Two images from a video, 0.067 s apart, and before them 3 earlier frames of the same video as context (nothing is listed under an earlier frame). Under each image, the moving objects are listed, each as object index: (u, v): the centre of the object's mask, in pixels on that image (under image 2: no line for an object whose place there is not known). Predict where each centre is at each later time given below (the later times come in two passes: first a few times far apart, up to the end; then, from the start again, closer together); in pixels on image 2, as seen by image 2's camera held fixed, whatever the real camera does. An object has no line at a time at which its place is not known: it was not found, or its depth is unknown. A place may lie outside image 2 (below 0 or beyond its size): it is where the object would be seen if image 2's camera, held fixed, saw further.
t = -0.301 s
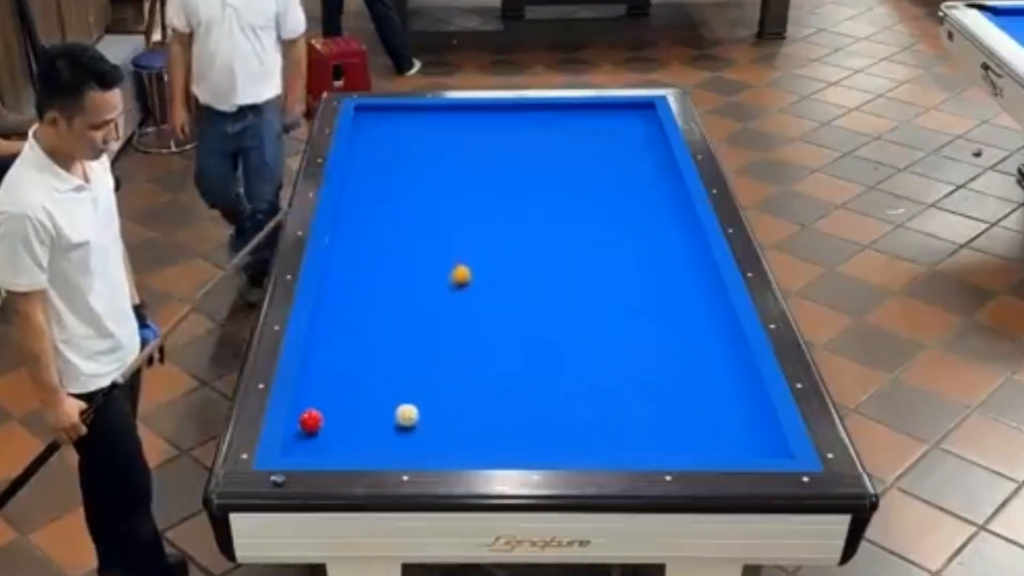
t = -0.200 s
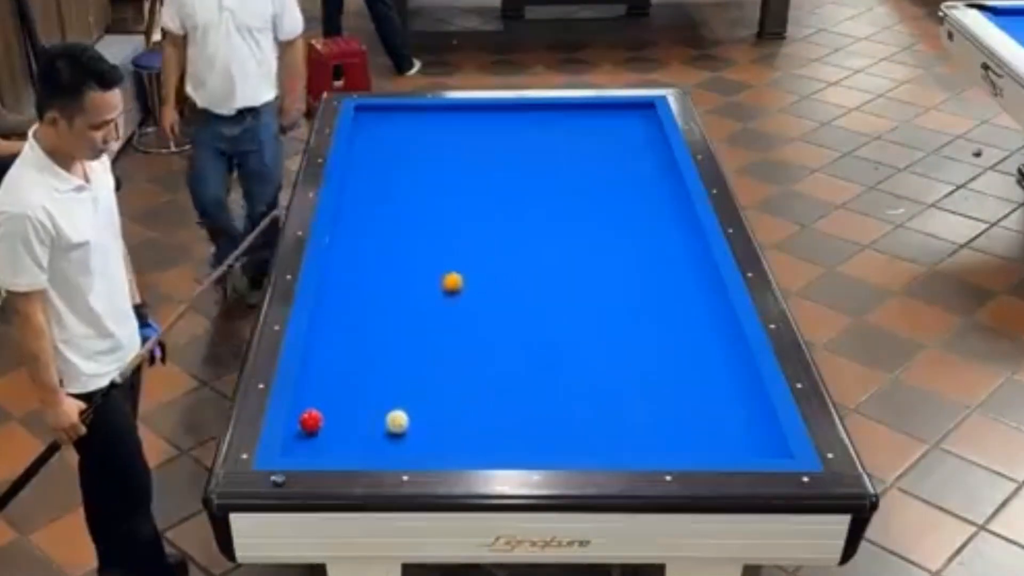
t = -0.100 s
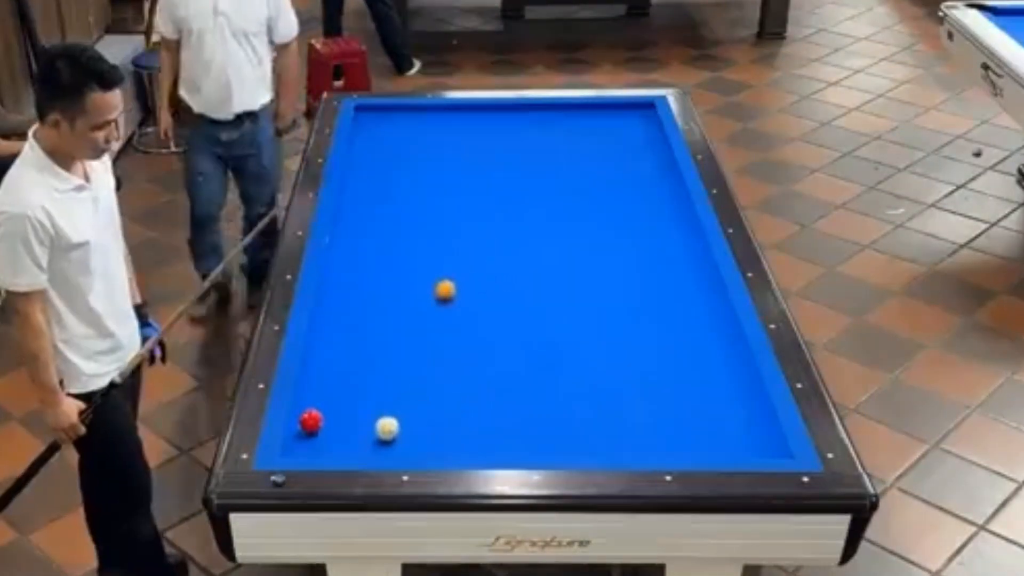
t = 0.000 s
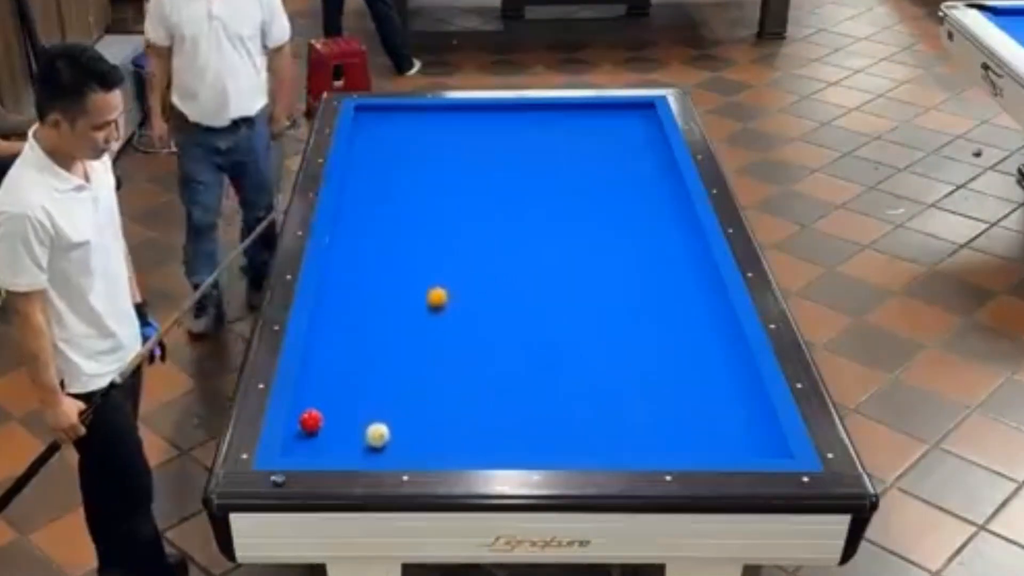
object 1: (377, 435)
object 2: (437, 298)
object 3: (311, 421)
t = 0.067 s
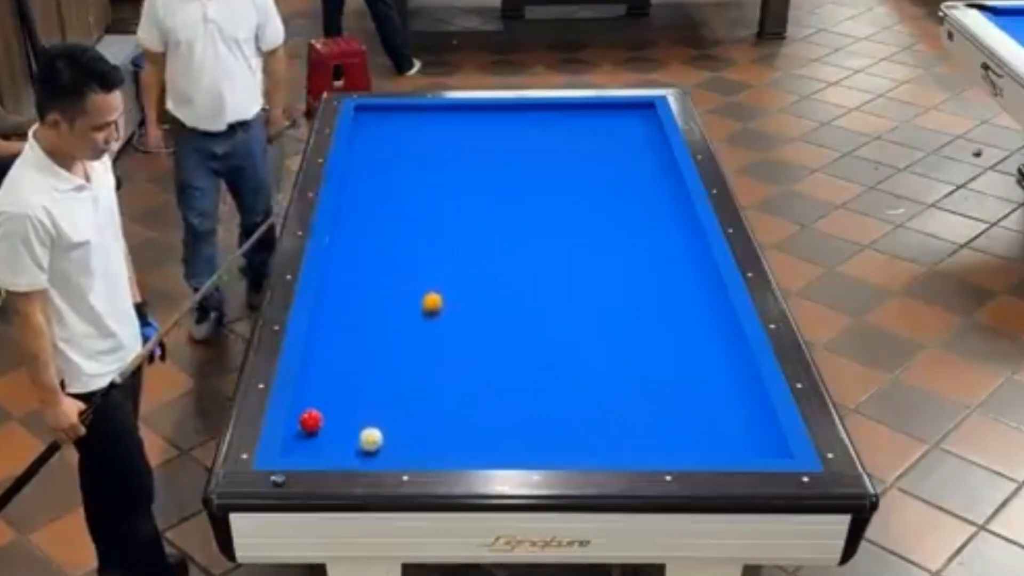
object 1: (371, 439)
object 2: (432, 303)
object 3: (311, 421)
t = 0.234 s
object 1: (354, 448)
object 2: (418, 317)
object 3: (311, 421)
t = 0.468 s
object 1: (327, 445)
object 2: (398, 335)
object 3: (311, 421)
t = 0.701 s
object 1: (300, 439)
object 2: (379, 355)
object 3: (311, 419)
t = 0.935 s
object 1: (305, 433)
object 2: (358, 375)
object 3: (314, 415)
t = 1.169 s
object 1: (314, 432)
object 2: (336, 394)
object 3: (317, 410)
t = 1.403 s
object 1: (321, 431)
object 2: (335, 398)
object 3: (301, 418)
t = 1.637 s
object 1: (328, 429)
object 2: (338, 399)
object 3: (305, 425)
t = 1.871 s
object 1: (336, 428)
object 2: (339, 399)
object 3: (309, 430)
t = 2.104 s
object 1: (344, 427)
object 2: (340, 399)
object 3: (312, 436)
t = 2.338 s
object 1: (351, 426)
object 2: (340, 400)
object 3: (315, 440)
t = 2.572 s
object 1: (356, 425)
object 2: (340, 400)
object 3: (318, 444)
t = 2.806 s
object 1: (361, 424)
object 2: (340, 400)
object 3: (321, 446)
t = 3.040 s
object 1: (364, 424)
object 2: (340, 400)
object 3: (323, 447)
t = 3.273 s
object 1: (367, 424)
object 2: (340, 400)
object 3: (324, 449)
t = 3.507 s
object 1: (368, 424)
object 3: (325, 449)
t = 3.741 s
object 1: (369, 424)
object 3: (325, 449)
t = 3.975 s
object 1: (369, 424)
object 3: (331, 449)
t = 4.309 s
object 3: (321, 449)
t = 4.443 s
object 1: (369, 424)
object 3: (326, 449)
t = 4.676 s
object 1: (369, 424)
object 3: (326, 449)
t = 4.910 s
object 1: (369, 424)
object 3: (326, 449)
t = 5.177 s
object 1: (369, 424)
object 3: (326, 449)
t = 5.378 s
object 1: (369, 424)
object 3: (326, 449)
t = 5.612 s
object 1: (369, 424)
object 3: (326, 449)
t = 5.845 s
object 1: (369, 424)
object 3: (326, 449)
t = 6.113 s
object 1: (369, 424)
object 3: (326, 449)
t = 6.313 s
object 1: (369, 424)
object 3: (326, 449)
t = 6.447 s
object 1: (369, 424)
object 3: (326, 449)
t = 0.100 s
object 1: (367, 441)
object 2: (429, 306)
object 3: (311, 421)
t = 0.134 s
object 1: (364, 443)
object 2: (426, 309)
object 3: (311, 421)
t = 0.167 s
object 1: (361, 445)
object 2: (424, 311)
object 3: (311, 421)
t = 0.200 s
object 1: (357, 447)
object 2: (421, 314)
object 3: (311, 421)
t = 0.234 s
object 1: (354, 448)
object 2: (418, 317)
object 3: (311, 421)
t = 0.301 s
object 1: (347, 449)
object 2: (413, 322)
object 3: (311, 421)
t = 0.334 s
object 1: (343, 448)
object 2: (410, 325)
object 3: (311, 421)
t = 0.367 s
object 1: (339, 448)
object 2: (407, 327)
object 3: (311, 421)
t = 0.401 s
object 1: (334, 447)
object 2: (404, 330)
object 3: (311, 421)
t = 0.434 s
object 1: (331, 446)
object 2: (402, 332)
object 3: (311, 421)
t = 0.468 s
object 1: (327, 445)
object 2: (398, 335)
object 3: (311, 421)
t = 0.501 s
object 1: (323, 445)
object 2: (396, 338)
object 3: (311, 421)
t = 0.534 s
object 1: (319, 444)
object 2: (393, 341)
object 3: (310, 420)
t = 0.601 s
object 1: (311, 442)
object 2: (387, 346)
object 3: (311, 420)
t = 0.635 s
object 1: (308, 441)
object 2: (384, 349)
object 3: (311, 419)
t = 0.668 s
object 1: (304, 440)
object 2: (381, 352)
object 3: (312, 420)
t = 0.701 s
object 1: (300, 439)
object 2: (379, 355)
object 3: (311, 419)
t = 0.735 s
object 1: (296, 438)
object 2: (376, 357)
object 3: (311, 420)
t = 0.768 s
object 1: (297, 436)
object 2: (372, 361)
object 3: (311, 420)
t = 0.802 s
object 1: (299, 435)
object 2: (370, 363)
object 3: (312, 418)
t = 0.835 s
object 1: (301, 434)
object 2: (367, 366)
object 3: (312, 418)
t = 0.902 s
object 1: (304, 434)
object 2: (360, 372)
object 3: (314, 416)
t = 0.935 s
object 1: (305, 433)
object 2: (358, 375)
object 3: (314, 415)
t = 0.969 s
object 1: (307, 433)
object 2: (354, 377)
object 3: (315, 415)
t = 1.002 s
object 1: (308, 433)
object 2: (351, 380)
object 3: (315, 414)
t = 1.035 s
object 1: (309, 433)
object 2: (348, 383)
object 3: (316, 413)
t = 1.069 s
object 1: (310, 433)
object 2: (345, 386)
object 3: (316, 412)
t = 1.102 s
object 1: (312, 432)
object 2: (342, 389)
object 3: (316, 412)
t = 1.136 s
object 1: (313, 432)
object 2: (339, 392)
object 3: (316, 411)
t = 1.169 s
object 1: (314, 432)
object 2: (336, 394)
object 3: (317, 410)
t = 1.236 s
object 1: (316, 432)
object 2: (334, 398)
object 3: (315, 410)
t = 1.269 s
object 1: (317, 432)
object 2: (334, 398)
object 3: (312, 411)
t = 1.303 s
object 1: (318, 432)
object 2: (334, 398)
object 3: (309, 412)
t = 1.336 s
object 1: (319, 431)
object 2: (335, 398)
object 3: (306, 415)
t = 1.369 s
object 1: (321, 431)
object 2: (335, 398)
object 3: (303, 417)
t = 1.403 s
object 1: (321, 431)
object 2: (335, 398)
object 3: (301, 418)
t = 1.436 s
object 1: (322, 430)
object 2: (336, 398)
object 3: (299, 419)
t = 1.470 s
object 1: (324, 430)
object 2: (336, 398)
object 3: (300, 420)
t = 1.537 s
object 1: (326, 430)
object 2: (337, 399)
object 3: (302, 422)
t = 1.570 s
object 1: (327, 430)
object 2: (337, 399)
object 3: (303, 423)
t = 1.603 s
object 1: (327, 429)
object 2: (337, 399)
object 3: (303, 424)
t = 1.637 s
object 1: (328, 429)
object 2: (338, 399)
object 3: (305, 425)
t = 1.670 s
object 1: (329, 429)
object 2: (338, 399)
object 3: (306, 426)
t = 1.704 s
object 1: (330, 429)
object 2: (338, 399)
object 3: (306, 426)
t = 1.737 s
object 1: (331, 429)
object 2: (338, 399)
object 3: (307, 427)
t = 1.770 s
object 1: (333, 429)
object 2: (339, 399)
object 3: (308, 427)
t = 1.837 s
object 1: (335, 429)
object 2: (339, 399)
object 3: (309, 430)
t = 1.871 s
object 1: (336, 428)
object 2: (339, 399)
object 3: (309, 430)
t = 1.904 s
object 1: (337, 428)
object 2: (339, 399)
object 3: (310, 431)
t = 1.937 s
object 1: (339, 427)
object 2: (340, 399)
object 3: (310, 432)
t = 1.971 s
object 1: (340, 427)
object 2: (340, 400)
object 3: (310, 433)
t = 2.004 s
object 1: (341, 427)
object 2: (340, 400)
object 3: (311, 434)
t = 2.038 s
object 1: (341, 427)
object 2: (340, 400)
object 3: (311, 434)
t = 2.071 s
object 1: (343, 427)
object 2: (340, 400)
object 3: (312, 435)
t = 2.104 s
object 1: (344, 427)
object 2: (340, 399)
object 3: (312, 436)
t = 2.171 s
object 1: (346, 427)
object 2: (340, 400)
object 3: (313, 437)
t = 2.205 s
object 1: (347, 427)
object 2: (340, 400)
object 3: (314, 438)
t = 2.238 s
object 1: (348, 426)
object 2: (340, 400)
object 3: (314, 439)
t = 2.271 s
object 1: (349, 426)
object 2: (340, 400)
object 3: (314, 439)
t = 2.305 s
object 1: (350, 426)
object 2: (340, 400)
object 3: (315, 440)
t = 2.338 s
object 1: (351, 426)
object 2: (340, 400)
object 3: (315, 440)
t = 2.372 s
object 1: (351, 426)
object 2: (340, 400)
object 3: (316, 441)
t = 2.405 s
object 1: (352, 426)
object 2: (340, 400)
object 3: (316, 441)
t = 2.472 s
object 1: (354, 425)
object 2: (340, 400)
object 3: (317, 442)
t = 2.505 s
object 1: (354, 425)
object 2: (340, 400)
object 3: (317, 443)
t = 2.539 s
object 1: (355, 425)
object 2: (340, 400)
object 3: (318, 443)
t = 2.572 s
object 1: (356, 425)
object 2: (340, 400)
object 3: (318, 444)
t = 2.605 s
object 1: (357, 425)
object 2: (340, 400)
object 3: (318, 444)
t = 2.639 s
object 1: (358, 425)
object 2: (340, 400)
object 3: (319, 444)
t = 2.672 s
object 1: (358, 425)
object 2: (340, 400)
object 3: (319, 445)
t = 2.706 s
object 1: (359, 425)
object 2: (340, 400)
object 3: (319, 445)
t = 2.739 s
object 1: (359, 425)
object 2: (340, 400)
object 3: (319, 445)
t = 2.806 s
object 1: (361, 424)
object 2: (340, 400)
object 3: (321, 446)
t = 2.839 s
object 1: (361, 424)
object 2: (340, 401)
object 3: (321, 446)
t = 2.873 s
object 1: (362, 424)
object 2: (340, 400)
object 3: (321, 446)
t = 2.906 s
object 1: (362, 424)
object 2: (340, 401)
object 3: (321, 446)
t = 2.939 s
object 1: (363, 424)
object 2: (340, 401)
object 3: (321, 447)
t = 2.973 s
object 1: (363, 424)
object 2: (340, 401)
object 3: (322, 447)
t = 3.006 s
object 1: (363, 424)
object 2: (340, 400)
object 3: (322, 447)
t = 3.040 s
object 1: (364, 424)
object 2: (340, 400)
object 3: (323, 447)
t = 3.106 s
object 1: (365, 424)
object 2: (340, 400)
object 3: (323, 448)
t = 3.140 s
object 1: (365, 424)
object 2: (340, 400)
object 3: (324, 448)
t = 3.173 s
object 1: (366, 424)
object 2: (340, 400)
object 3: (324, 449)
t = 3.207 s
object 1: (366, 424)
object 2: (340, 400)
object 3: (324, 449)
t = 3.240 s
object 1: (366, 424)
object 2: (340, 400)
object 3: (324, 449)
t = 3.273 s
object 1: (367, 424)
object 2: (340, 400)
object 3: (324, 449)
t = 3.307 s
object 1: (367, 424)
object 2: (340, 400)
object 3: (324, 449)
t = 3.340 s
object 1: (367, 424)
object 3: (324, 449)
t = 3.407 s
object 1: (368, 424)
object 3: (325, 449)
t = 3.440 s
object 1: (368, 424)
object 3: (325, 449)
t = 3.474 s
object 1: (368, 424)
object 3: (325, 449)
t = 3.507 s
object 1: (368, 424)
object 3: (325, 449)
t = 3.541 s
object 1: (368, 424)
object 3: (325, 449)
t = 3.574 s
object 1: (368, 424)
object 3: (325, 449)
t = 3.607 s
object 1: (369, 424)
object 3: (325, 449)
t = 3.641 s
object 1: (369, 424)
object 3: (326, 449)
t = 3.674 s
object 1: (369, 424)
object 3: (326, 449)
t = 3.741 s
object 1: (369, 424)
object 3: (325, 449)
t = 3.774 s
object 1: (369, 424)
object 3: (326, 449)
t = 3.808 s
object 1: (369, 424)
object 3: (326, 449)
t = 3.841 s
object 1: (369, 424)
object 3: (326, 449)
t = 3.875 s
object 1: (369, 424)
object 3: (326, 449)
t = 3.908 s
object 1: (369, 424)
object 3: (326, 449)
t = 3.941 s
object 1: (369, 424)
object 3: (326, 449)
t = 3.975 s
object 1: (369, 424)
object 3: (331, 449)
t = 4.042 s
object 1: (370, 424)
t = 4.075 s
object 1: (371, 423)
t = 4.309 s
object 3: (321, 449)
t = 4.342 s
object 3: (326, 450)
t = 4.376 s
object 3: (326, 449)
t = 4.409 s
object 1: (367, 424)
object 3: (326, 449)
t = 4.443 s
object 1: (369, 424)
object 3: (326, 449)
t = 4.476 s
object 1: (369, 424)
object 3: (326, 449)
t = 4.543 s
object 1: (369, 424)
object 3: (326, 449)
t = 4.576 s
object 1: (369, 424)
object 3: (326, 449)
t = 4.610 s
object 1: (369, 424)
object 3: (326, 449)
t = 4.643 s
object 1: (369, 424)
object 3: (326, 449)
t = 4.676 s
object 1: (369, 424)
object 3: (326, 449)
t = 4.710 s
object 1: (369, 424)
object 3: (326, 449)
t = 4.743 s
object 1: (369, 424)
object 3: (326, 449)
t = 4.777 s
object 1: (369, 424)
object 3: (326, 449)
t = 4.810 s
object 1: (369, 424)
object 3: (326, 449)
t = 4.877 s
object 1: (369, 424)
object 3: (326, 449)
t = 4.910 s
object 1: (369, 424)
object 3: (326, 449)
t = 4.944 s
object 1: (369, 424)
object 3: (326, 449)
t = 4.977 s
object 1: (369, 424)
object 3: (326, 449)
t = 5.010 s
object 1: (369, 424)
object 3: (326, 449)
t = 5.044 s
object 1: (369, 424)
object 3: (326, 449)
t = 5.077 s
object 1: (369, 424)
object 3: (326, 449)
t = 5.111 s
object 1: (369, 424)
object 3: (326, 449)
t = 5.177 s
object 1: (369, 424)
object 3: (326, 449)
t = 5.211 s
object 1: (369, 424)
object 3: (326, 449)
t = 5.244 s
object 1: (369, 424)
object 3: (326, 449)
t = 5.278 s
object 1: (369, 424)
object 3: (326, 449)
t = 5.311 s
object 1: (369, 424)
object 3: (326, 449)
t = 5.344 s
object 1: (369, 424)
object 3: (326, 449)
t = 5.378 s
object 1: (369, 424)
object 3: (326, 449)
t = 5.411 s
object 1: (369, 424)
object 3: (326, 449)
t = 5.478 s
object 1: (369, 424)
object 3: (326, 449)
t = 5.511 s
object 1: (369, 424)
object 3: (326, 449)
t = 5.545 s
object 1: (369, 424)
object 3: (326, 449)
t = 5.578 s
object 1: (369, 424)
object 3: (326, 449)
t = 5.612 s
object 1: (369, 424)
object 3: (326, 449)
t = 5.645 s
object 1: (369, 424)
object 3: (326, 449)
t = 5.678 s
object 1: (369, 424)
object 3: (326, 449)
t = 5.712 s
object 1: (369, 424)
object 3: (326, 449)
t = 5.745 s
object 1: (369, 424)
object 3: (326, 449)
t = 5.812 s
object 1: (369, 424)
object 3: (326, 449)
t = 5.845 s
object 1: (369, 424)
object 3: (326, 449)
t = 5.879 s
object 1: (369, 424)
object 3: (326, 449)
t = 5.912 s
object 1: (369, 424)
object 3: (326, 449)
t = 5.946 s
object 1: (369, 424)
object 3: (326, 449)
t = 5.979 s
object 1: (369, 424)
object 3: (326, 449)
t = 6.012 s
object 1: (369, 424)
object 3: (326, 449)
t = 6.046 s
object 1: (369, 424)
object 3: (326, 449)
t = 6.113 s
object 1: (369, 424)
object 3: (326, 449)
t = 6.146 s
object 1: (369, 424)
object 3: (326, 449)
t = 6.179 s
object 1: (369, 424)
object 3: (326, 449)
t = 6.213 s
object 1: (369, 424)
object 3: (326, 449)
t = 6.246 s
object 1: (369, 424)
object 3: (326, 449)
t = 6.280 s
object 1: (369, 424)
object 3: (326, 449)
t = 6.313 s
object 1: (369, 424)
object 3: (326, 449)
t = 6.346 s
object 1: (369, 424)
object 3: (326, 449)
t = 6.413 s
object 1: (369, 424)
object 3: (326, 449)
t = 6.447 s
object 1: (369, 424)
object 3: (326, 449)
